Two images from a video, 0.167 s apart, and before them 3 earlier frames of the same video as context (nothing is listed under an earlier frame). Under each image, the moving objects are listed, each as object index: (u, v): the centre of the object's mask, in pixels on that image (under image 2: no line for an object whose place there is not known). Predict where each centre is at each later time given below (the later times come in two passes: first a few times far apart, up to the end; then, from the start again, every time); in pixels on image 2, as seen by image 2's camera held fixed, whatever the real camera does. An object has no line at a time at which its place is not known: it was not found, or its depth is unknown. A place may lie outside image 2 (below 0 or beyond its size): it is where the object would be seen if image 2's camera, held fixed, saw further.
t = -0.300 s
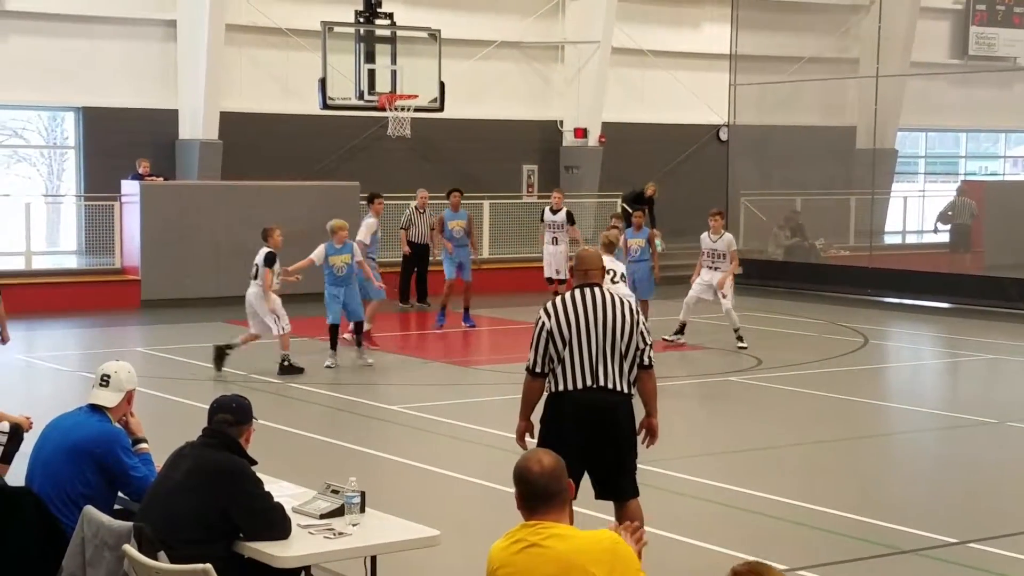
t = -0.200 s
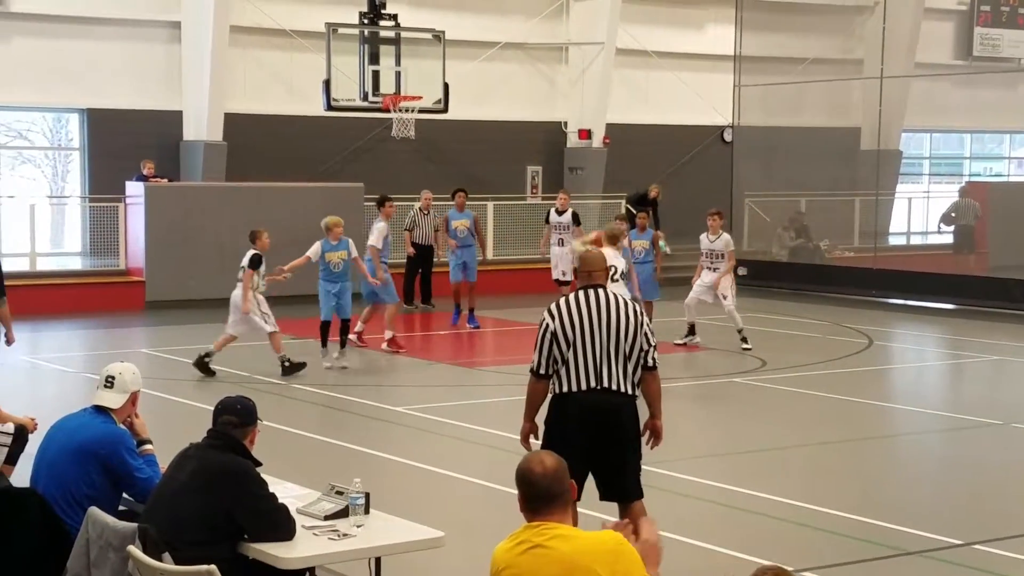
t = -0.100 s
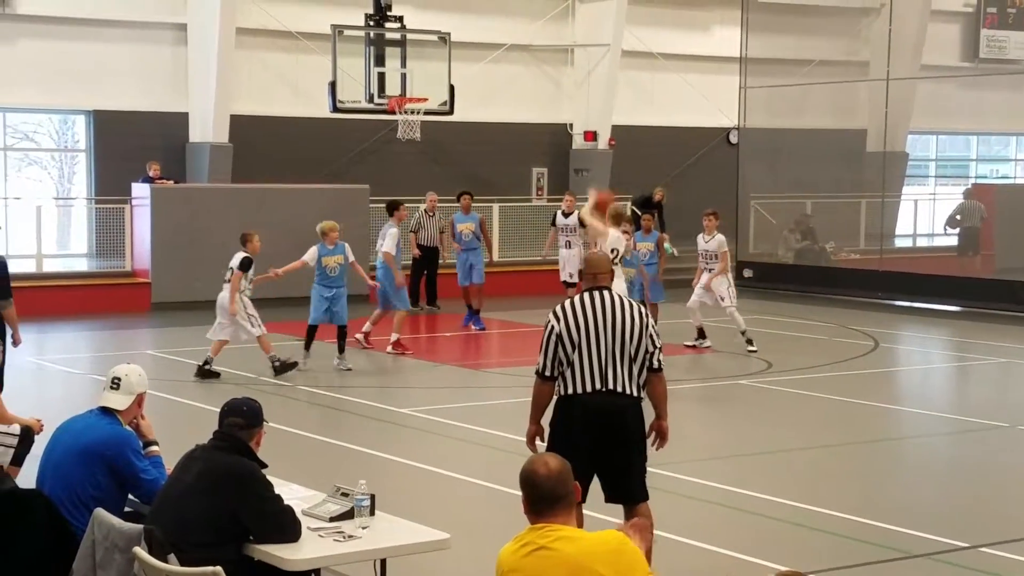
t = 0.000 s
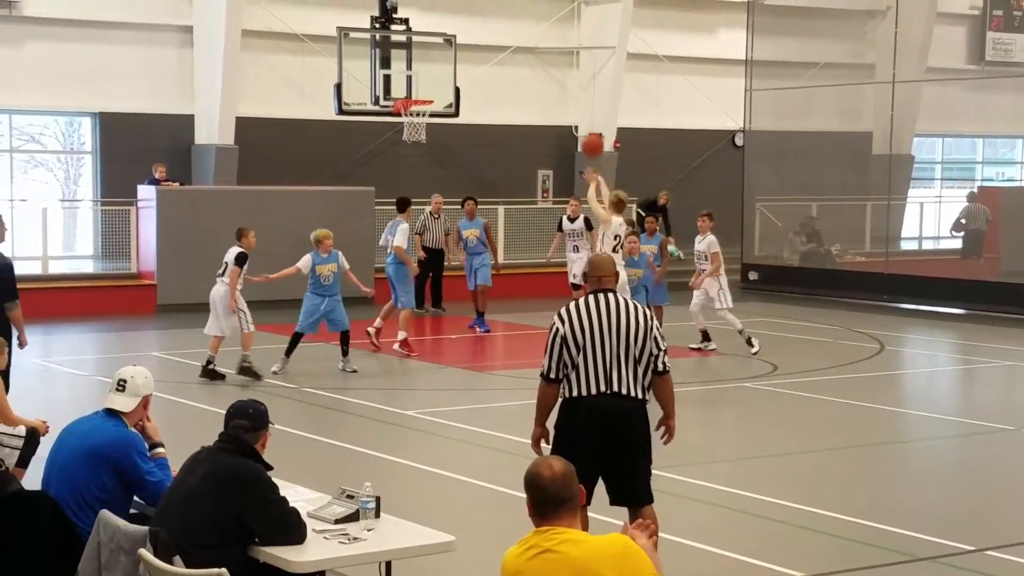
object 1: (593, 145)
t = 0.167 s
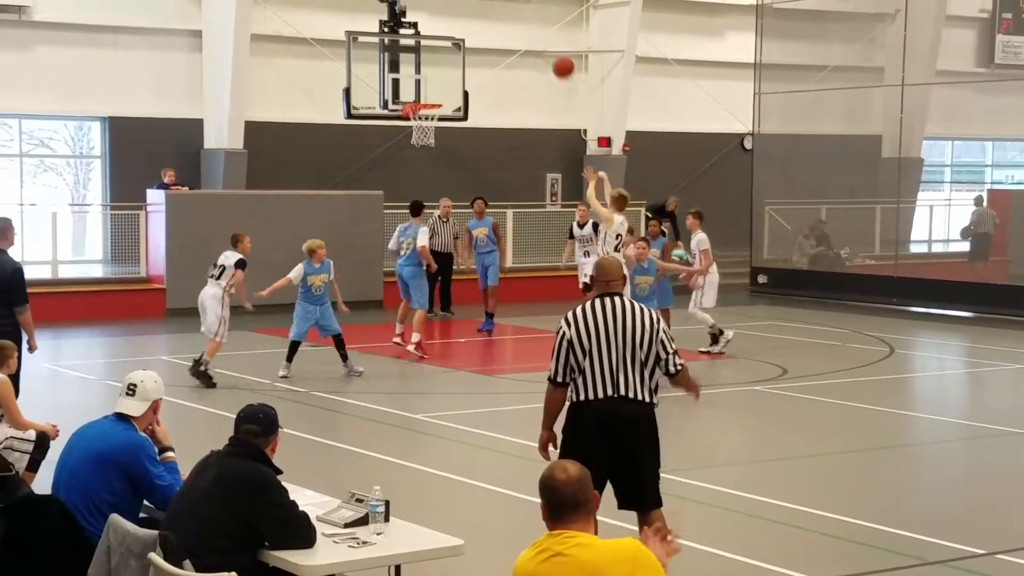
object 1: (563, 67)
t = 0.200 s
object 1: (556, 55)
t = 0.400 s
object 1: (516, 5)
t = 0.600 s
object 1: (480, -3)
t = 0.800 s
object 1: (447, 16)
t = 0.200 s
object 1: (556, 55)
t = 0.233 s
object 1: (549, 44)
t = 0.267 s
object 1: (542, 33)
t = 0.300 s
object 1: (536, 24)
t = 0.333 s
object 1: (530, 17)
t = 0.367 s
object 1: (523, 11)
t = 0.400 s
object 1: (516, 5)
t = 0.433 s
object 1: (510, 2)
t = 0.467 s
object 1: (503, 0)
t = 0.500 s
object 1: (497, -1)
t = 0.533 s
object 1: (491, -2)
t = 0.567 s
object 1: (485, -2)
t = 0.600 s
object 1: (480, -3)
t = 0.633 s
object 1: (474, -2)
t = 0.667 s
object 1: (468, -1)
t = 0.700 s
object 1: (463, 1)
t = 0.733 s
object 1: (457, 5)
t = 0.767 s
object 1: (452, 10)
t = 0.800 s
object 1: (447, 16)
